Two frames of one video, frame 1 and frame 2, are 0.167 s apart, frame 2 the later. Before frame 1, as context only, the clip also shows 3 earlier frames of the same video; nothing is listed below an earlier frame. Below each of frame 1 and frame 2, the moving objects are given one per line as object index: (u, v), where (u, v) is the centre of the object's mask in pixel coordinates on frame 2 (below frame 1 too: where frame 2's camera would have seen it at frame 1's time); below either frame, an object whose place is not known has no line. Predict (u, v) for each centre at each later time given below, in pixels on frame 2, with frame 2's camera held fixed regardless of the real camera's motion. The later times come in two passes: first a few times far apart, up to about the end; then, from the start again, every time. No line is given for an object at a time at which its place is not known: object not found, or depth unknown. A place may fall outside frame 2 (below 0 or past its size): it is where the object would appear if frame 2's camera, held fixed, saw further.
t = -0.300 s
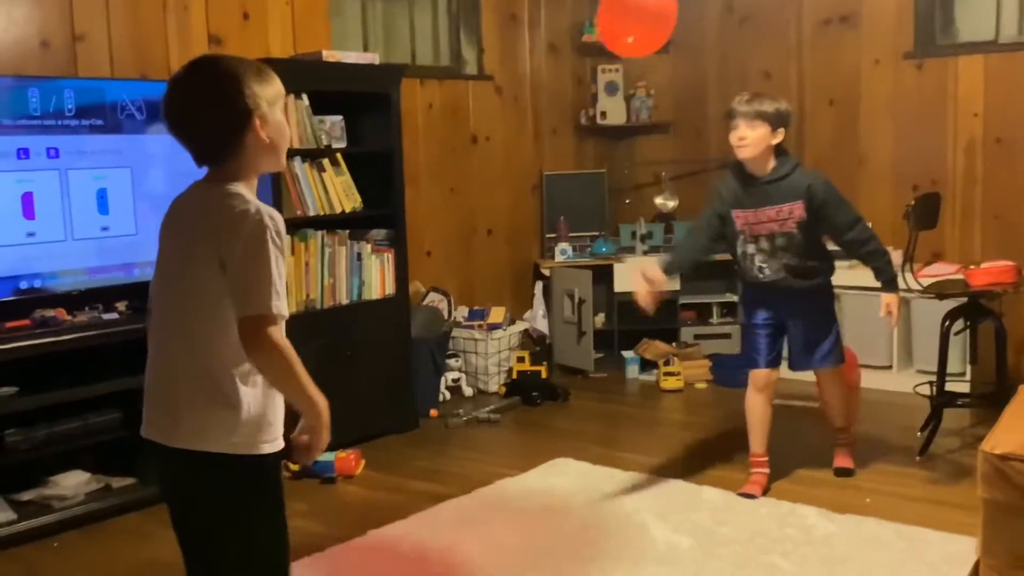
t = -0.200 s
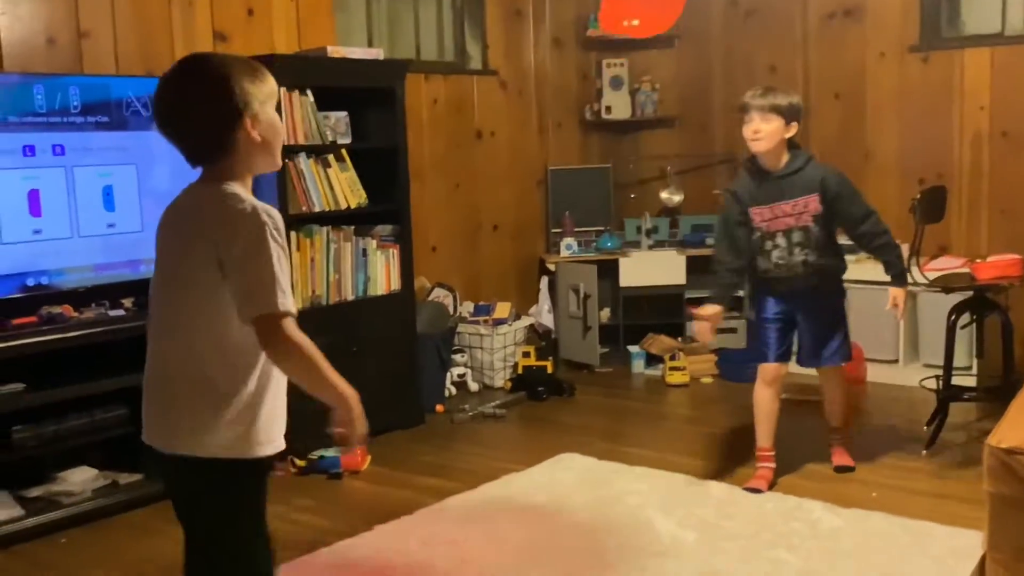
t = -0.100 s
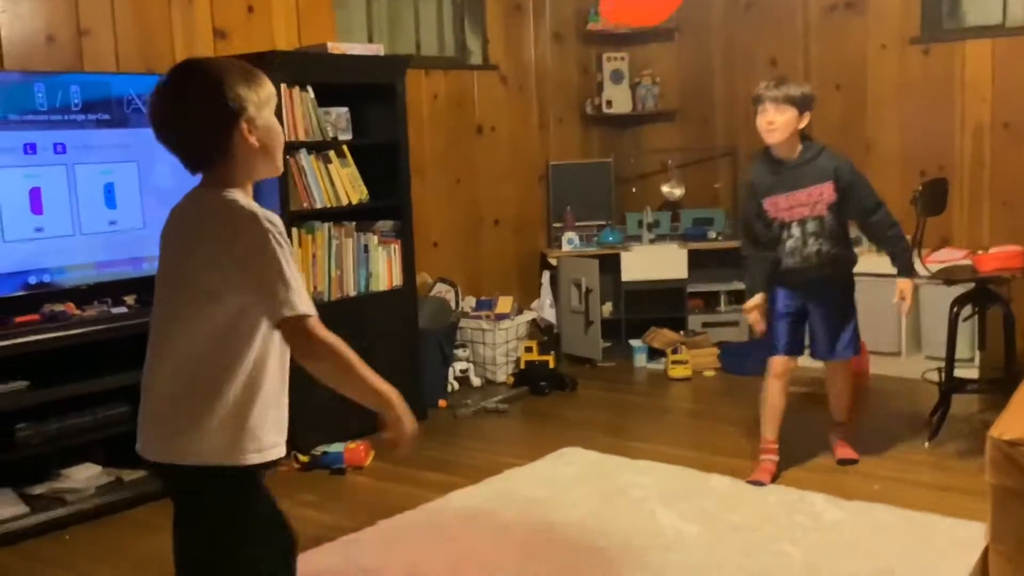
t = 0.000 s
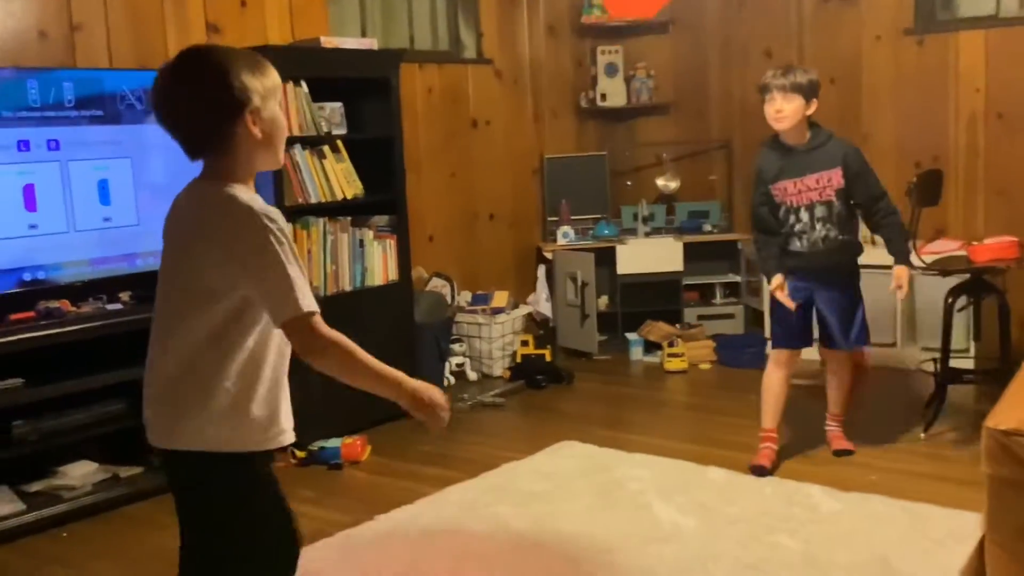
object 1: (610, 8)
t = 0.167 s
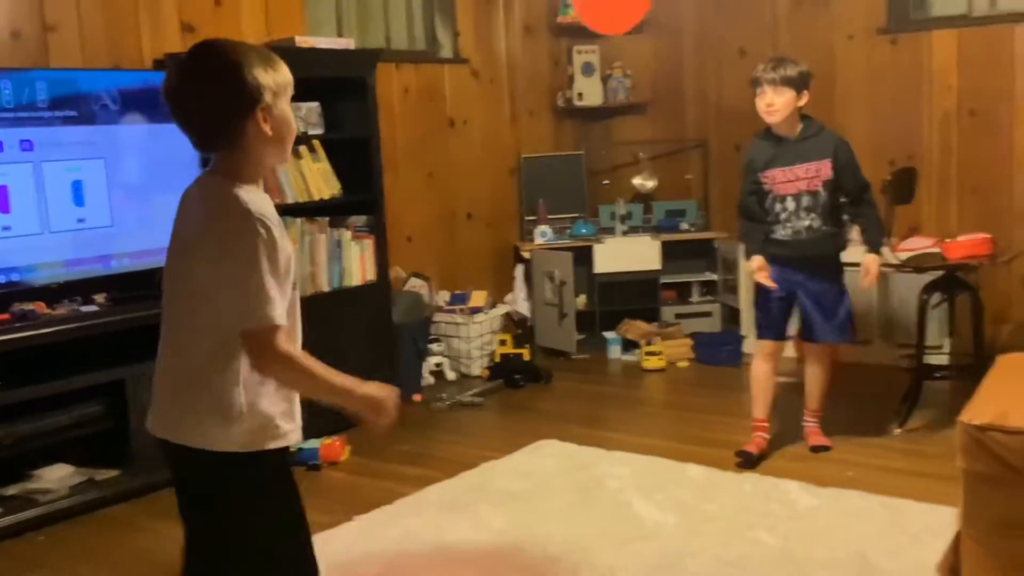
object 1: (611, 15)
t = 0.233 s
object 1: (612, 19)
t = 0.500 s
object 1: (617, 75)
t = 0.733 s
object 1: (621, 170)
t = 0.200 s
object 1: (611, 17)
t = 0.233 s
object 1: (612, 19)
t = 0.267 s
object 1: (613, 21)
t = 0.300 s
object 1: (613, 24)
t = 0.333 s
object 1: (614, 27)
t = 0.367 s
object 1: (614, 33)
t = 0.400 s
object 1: (615, 42)
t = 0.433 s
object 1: (616, 53)
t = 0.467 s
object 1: (616, 63)
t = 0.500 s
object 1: (617, 75)
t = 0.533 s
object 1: (618, 87)
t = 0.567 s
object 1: (618, 101)
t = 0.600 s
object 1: (619, 113)
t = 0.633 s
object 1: (620, 127)
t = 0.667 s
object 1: (620, 141)
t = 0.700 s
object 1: (621, 155)
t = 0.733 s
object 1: (621, 170)
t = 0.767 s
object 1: (623, 186)
